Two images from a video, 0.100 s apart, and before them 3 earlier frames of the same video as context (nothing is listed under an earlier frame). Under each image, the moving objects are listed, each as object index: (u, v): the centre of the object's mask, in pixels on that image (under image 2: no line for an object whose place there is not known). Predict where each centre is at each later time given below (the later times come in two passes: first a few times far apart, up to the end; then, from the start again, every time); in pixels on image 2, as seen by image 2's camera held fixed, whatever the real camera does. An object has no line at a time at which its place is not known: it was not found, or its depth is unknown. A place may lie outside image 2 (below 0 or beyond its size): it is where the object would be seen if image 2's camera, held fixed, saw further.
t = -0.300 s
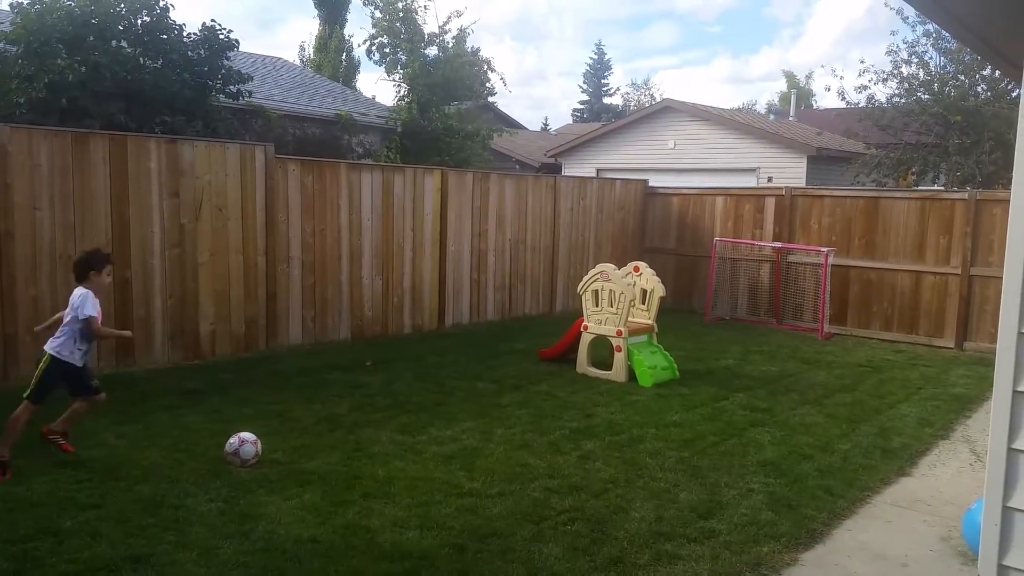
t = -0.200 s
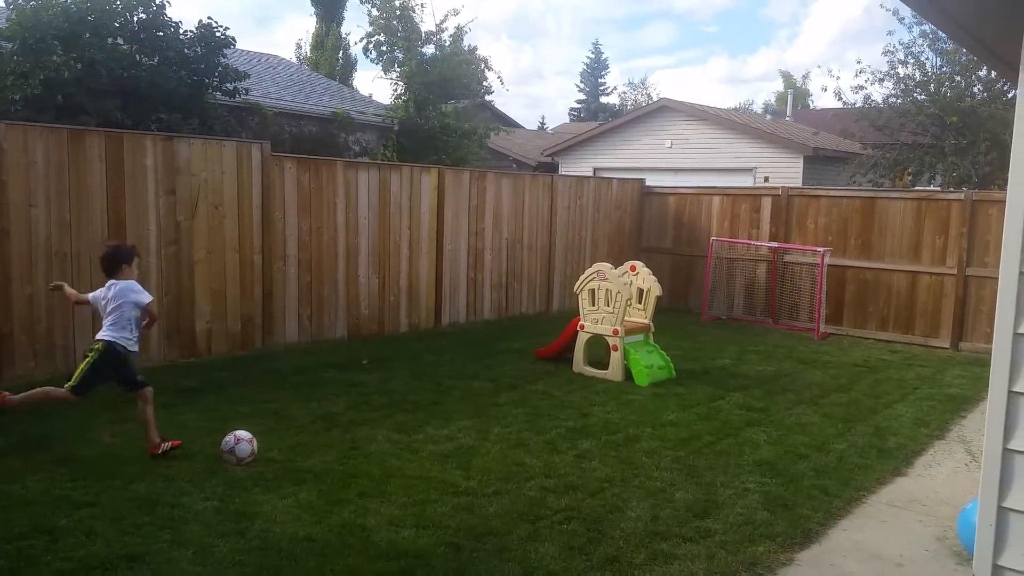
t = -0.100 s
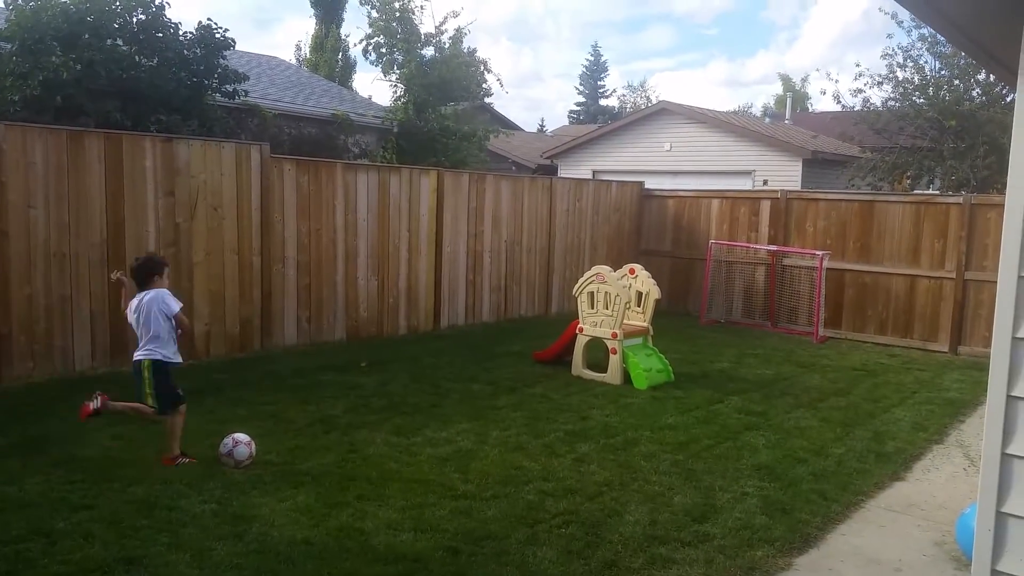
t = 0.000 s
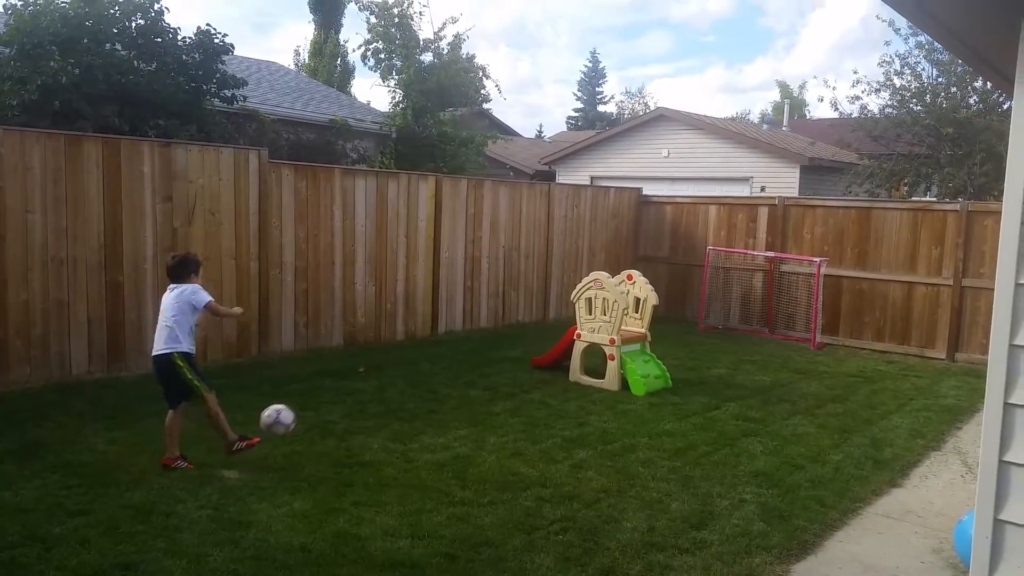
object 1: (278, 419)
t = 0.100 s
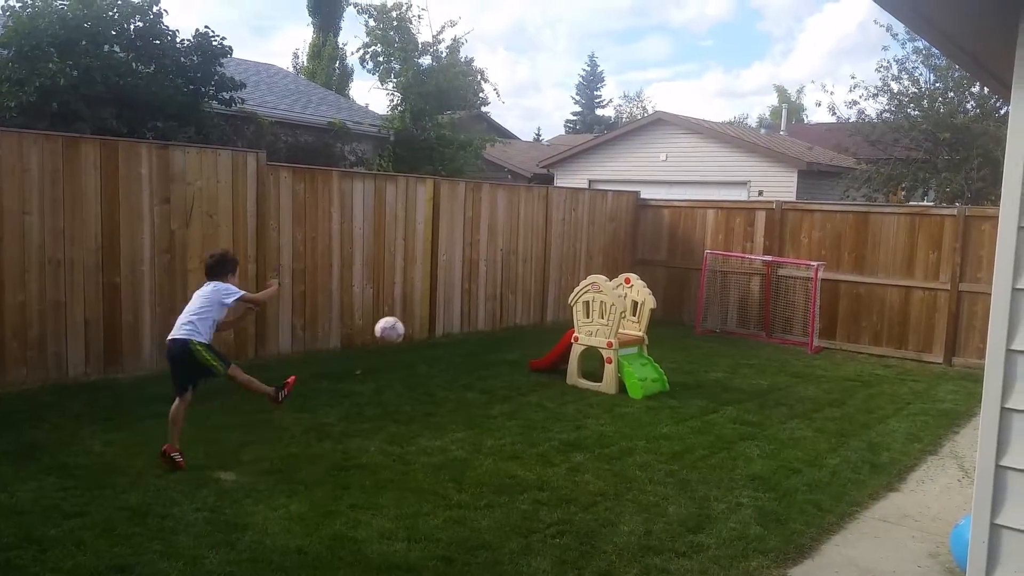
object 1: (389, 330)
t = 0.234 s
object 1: (500, 258)
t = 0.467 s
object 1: (627, 215)
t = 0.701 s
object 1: (709, 233)
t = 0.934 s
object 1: (744, 268)
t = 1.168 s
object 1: (741, 322)
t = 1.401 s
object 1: (737, 320)
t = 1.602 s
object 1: (730, 326)
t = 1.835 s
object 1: (730, 337)
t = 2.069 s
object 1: (733, 342)
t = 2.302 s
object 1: (737, 344)
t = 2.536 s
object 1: (742, 345)
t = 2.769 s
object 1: (746, 346)
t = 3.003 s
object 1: (747, 346)
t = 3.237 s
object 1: (747, 346)
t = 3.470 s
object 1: (747, 346)
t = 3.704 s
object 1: (747, 346)
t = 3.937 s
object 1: (747, 346)
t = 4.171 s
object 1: (747, 346)
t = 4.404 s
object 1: (747, 346)
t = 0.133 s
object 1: (421, 307)
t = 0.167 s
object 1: (450, 288)
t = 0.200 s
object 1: (476, 271)
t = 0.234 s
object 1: (500, 258)
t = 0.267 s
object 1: (522, 246)
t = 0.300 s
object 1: (543, 237)
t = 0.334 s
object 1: (562, 230)
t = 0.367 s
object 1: (580, 224)
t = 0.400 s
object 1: (597, 220)
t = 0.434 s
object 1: (613, 216)
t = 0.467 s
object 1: (627, 215)
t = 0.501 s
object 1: (641, 215)
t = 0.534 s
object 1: (654, 216)
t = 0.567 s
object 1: (666, 217)
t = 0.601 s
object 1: (678, 220)
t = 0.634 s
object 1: (689, 223)
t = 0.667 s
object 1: (699, 228)
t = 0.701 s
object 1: (709, 233)
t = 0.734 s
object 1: (718, 238)
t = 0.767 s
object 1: (727, 244)
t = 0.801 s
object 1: (735, 250)
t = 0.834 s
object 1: (742, 257)
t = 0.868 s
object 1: (744, 261)
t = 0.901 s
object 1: (744, 264)
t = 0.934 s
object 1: (744, 268)
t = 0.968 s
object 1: (744, 273)
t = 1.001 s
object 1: (743, 279)
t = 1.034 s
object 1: (743, 286)
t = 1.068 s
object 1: (742, 294)
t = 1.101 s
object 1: (742, 303)
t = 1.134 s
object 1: (741, 312)
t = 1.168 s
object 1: (741, 322)
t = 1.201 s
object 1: (741, 333)
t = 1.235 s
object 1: (740, 336)
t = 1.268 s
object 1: (739, 332)
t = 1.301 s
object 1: (739, 327)
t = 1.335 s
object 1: (738, 323)
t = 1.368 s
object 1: (737, 321)
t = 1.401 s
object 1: (737, 320)
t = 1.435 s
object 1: (735, 319)
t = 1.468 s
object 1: (734, 319)
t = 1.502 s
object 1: (734, 319)
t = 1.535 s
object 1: (733, 320)
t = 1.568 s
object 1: (732, 323)
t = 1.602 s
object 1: (730, 326)
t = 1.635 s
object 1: (729, 330)
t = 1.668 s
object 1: (728, 335)
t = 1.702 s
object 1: (727, 339)
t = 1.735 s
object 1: (728, 337)
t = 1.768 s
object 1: (728, 337)
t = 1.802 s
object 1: (729, 336)
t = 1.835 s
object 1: (730, 337)
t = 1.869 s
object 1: (730, 338)
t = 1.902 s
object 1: (730, 339)
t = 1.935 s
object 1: (731, 341)
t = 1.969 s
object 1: (731, 341)
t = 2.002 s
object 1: (732, 340)
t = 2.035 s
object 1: (732, 341)
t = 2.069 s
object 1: (733, 342)
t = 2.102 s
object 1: (733, 342)
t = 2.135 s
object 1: (734, 342)
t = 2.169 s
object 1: (734, 343)
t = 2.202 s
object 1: (735, 343)
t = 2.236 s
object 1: (736, 343)
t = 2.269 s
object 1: (737, 344)
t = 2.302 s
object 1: (737, 344)
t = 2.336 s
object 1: (738, 344)
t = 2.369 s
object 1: (739, 344)
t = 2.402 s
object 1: (739, 345)
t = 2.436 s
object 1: (740, 345)
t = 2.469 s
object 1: (741, 345)
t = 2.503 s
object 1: (742, 345)
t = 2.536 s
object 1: (742, 345)
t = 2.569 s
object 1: (743, 345)
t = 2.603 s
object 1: (743, 346)
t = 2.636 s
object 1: (744, 345)
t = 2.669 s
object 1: (744, 346)
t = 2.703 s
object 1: (745, 346)
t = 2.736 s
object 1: (745, 346)
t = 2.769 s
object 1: (746, 346)
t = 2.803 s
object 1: (746, 346)
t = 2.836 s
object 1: (746, 346)
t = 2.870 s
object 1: (746, 346)
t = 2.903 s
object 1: (747, 346)
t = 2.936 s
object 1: (746, 346)
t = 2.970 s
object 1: (747, 346)
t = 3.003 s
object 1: (747, 346)
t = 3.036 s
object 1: (747, 346)
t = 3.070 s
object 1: (747, 346)
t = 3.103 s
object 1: (747, 346)
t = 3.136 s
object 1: (747, 346)
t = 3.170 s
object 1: (746, 346)
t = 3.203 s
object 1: (746, 346)
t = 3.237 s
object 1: (747, 346)
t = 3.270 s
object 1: (747, 346)
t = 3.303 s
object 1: (746, 346)
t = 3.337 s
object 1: (747, 346)
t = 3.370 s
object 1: (747, 346)
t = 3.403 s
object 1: (747, 346)
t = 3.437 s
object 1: (747, 346)
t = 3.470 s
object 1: (747, 346)
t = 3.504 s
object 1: (747, 346)
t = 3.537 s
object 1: (747, 346)
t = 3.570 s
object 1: (747, 346)
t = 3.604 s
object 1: (747, 346)
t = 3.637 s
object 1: (747, 346)
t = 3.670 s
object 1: (747, 346)
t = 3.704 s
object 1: (747, 346)
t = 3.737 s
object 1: (747, 346)
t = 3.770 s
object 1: (747, 346)
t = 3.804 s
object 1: (747, 346)
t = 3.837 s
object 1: (747, 346)
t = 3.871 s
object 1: (747, 346)
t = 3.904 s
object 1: (747, 346)
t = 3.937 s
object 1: (747, 346)
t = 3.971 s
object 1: (747, 346)
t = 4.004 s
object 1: (747, 346)
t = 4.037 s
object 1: (747, 346)
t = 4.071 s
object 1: (747, 346)
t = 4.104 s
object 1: (747, 346)
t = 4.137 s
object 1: (747, 346)
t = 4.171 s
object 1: (747, 346)
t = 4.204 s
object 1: (747, 346)
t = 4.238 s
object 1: (747, 346)
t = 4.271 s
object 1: (747, 346)
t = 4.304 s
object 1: (747, 346)
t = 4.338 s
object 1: (747, 346)
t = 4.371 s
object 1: (747, 346)
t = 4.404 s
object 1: (747, 346)
